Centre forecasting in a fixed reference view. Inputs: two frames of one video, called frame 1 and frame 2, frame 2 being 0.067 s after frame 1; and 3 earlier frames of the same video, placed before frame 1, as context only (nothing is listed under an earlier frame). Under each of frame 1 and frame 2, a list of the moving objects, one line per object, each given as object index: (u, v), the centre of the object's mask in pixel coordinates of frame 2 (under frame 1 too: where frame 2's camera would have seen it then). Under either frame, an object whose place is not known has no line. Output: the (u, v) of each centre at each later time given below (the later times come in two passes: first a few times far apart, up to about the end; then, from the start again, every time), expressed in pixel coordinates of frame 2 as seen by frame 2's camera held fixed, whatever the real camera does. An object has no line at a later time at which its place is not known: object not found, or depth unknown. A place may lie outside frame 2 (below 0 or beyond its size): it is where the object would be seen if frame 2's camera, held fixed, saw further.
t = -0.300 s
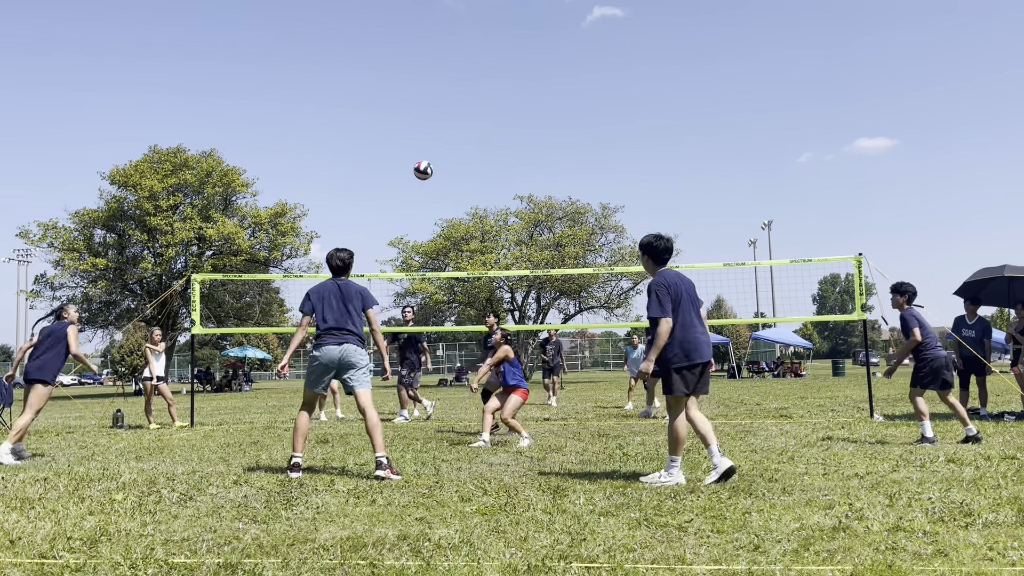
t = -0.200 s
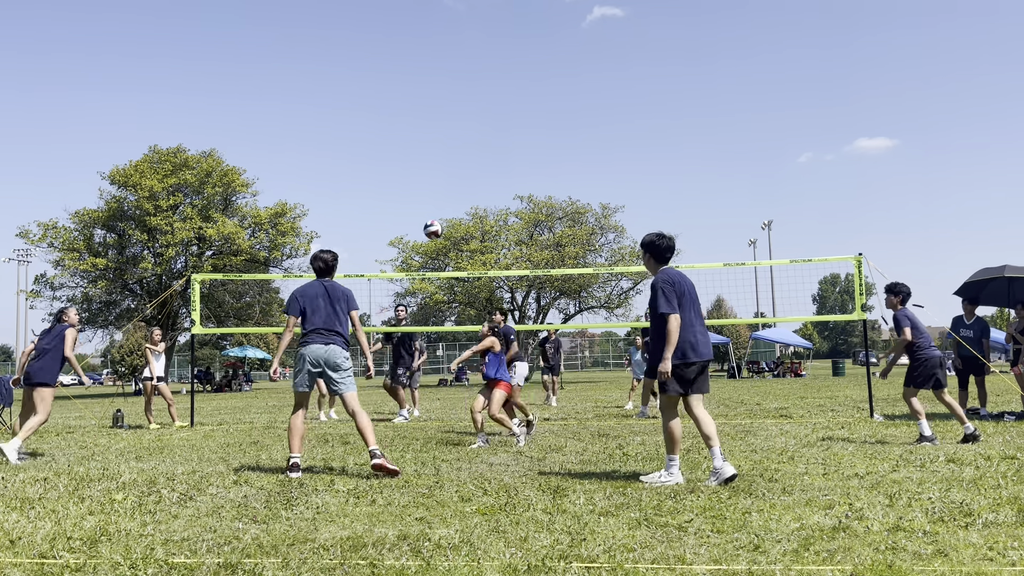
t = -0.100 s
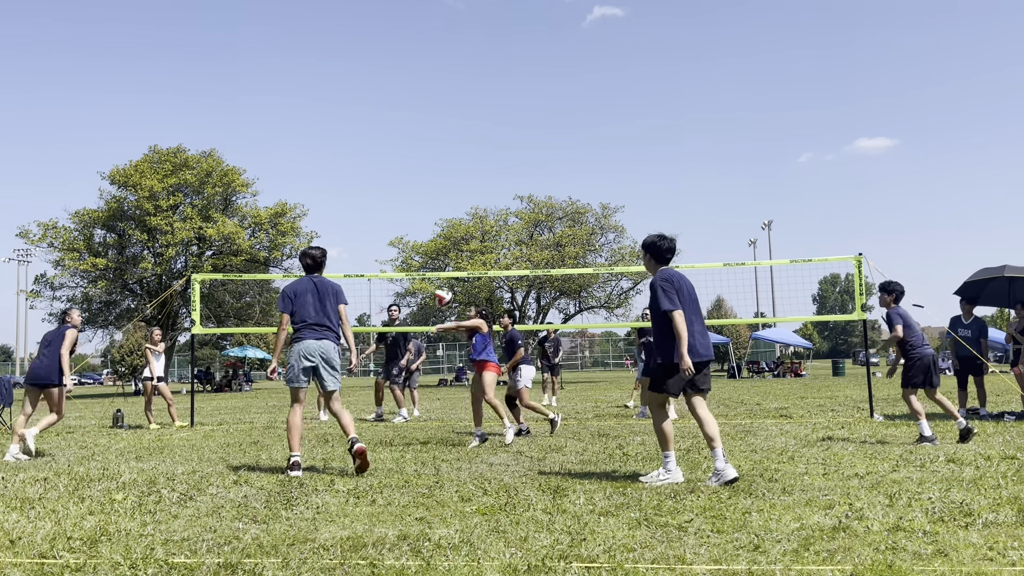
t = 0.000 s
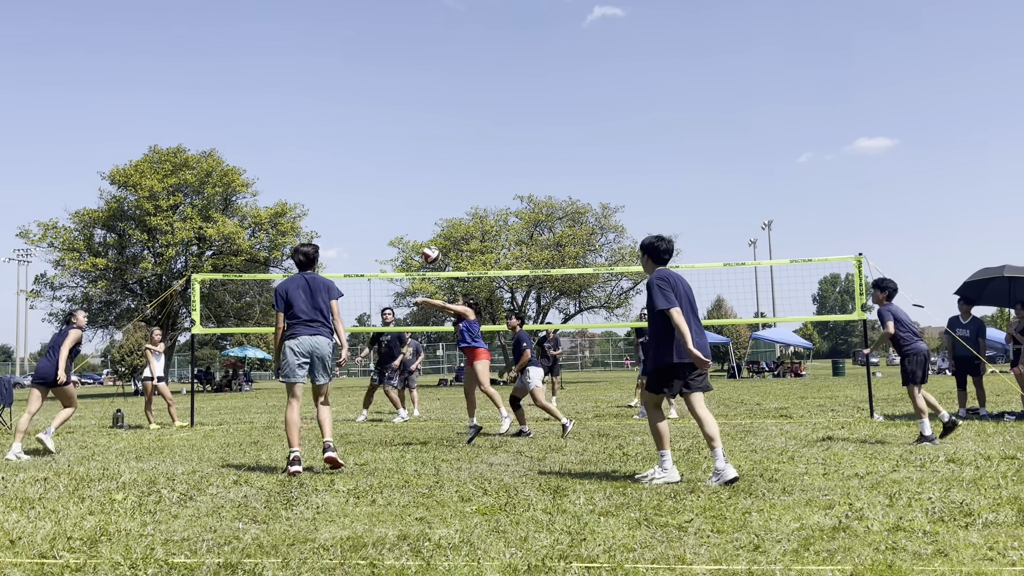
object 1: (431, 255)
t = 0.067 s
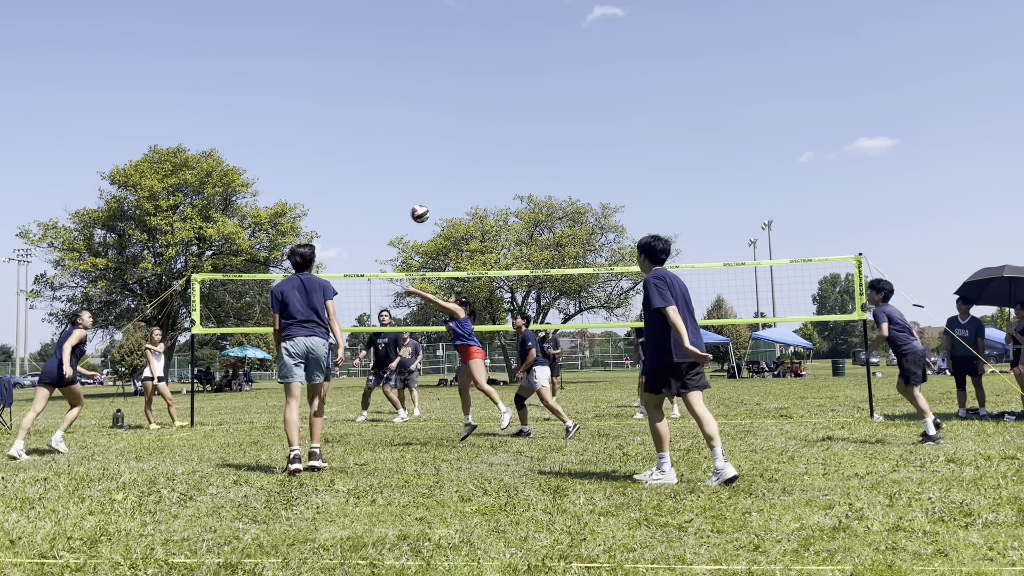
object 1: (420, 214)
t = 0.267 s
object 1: (386, 119)
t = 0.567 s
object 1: (341, 54)
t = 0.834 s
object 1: (305, 61)
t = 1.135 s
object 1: (267, 129)
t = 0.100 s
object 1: (414, 195)
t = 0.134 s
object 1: (408, 177)
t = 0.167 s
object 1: (403, 160)
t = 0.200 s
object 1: (397, 145)
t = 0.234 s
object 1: (392, 131)
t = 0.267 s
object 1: (386, 119)
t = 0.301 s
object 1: (381, 107)
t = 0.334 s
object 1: (375, 97)
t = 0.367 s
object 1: (370, 88)
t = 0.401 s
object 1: (365, 80)
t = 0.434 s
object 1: (360, 72)
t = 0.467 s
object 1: (355, 66)
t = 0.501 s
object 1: (350, 61)
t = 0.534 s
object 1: (346, 57)
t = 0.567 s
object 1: (341, 54)
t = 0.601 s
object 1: (336, 52)
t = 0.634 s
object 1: (331, 50)
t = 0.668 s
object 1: (327, 50)
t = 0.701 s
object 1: (322, 51)
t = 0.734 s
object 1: (318, 52)
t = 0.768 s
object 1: (313, 54)
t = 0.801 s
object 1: (309, 57)
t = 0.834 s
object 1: (305, 61)
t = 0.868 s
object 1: (300, 65)
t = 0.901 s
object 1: (296, 70)
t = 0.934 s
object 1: (292, 76)
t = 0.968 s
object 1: (288, 83)
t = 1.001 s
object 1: (284, 91)
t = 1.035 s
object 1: (280, 99)
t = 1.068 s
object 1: (275, 108)
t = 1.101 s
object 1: (271, 118)
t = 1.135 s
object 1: (267, 129)
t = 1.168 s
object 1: (263, 140)
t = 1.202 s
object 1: (259, 152)
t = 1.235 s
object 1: (255, 165)
